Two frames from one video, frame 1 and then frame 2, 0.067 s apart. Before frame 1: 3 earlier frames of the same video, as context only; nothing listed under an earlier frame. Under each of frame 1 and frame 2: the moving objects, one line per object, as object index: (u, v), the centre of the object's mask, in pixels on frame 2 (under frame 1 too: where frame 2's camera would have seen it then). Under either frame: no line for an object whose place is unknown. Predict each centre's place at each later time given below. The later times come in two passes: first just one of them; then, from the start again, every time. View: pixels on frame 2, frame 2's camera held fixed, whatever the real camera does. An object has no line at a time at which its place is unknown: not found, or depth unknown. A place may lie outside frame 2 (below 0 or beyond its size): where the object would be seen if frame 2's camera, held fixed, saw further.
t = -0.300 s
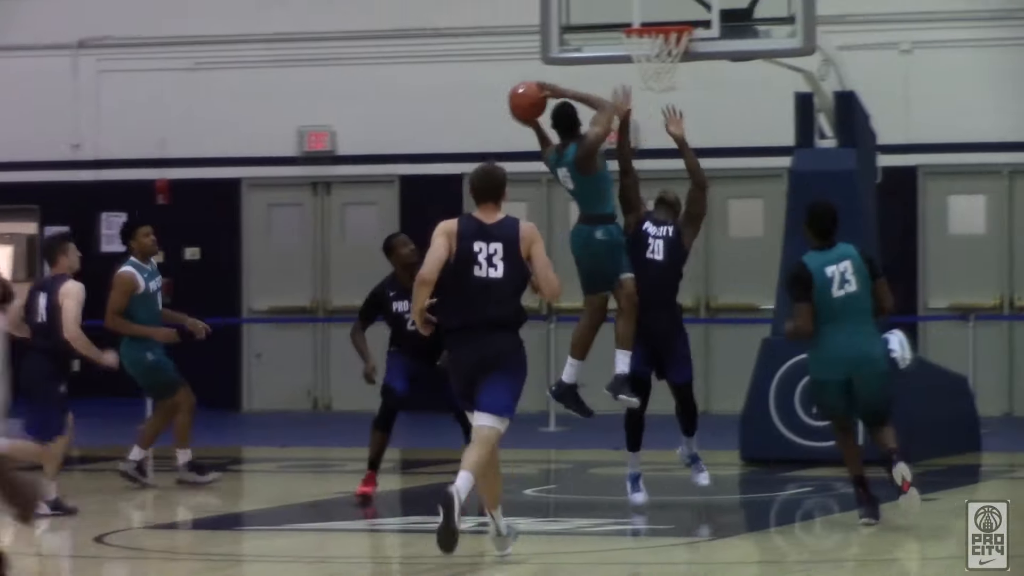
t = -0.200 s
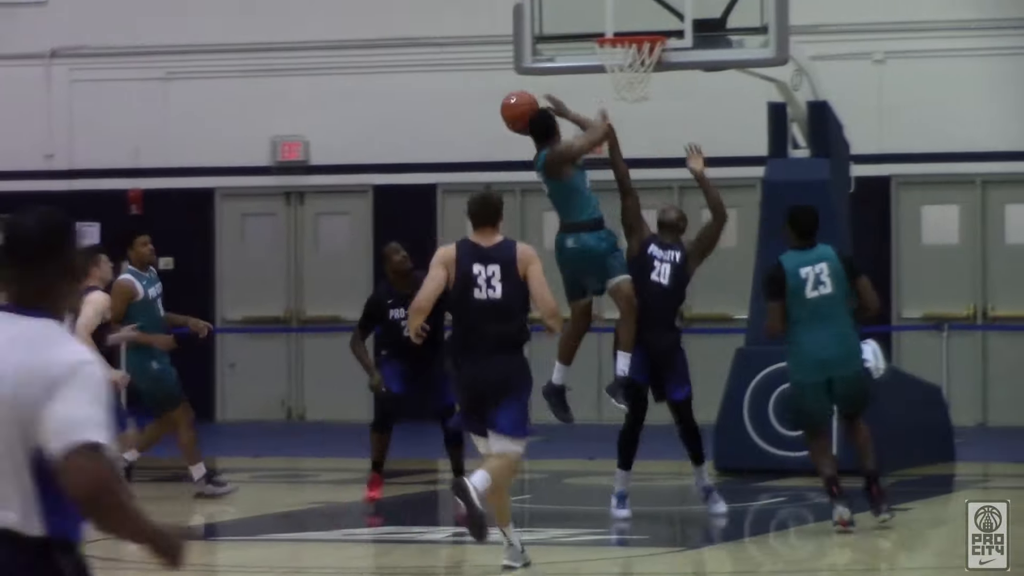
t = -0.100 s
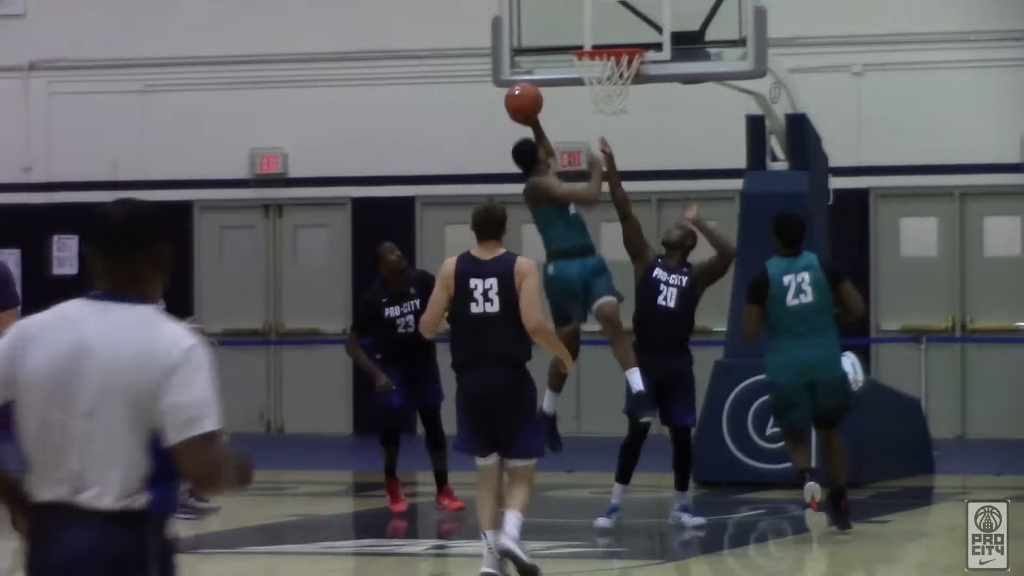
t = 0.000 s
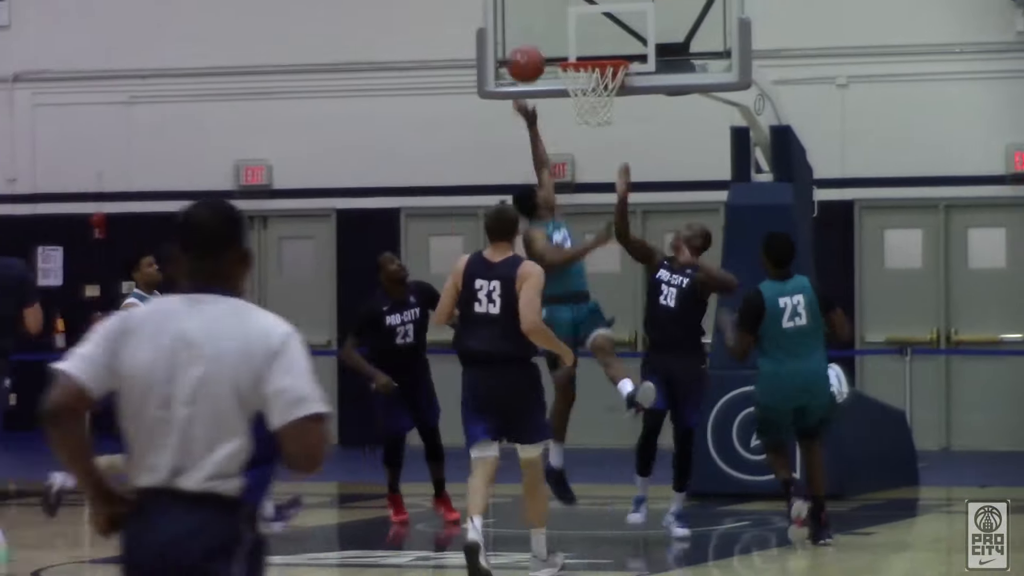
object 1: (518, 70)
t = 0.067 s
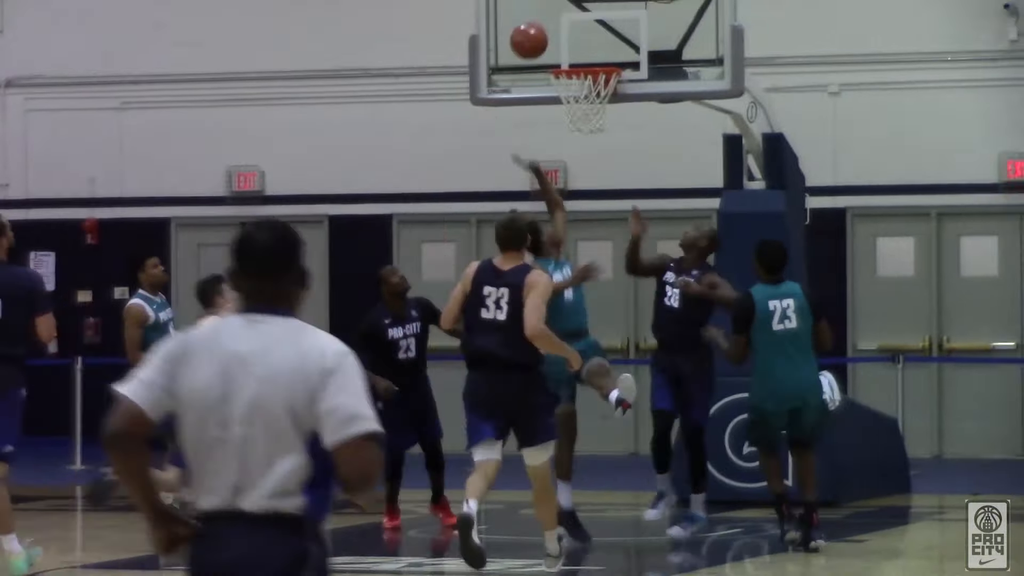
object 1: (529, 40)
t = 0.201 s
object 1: (550, 1)
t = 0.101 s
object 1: (534, 28)
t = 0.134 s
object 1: (540, 16)
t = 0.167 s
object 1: (545, 7)
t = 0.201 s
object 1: (550, 1)
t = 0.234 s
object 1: (554, -4)
